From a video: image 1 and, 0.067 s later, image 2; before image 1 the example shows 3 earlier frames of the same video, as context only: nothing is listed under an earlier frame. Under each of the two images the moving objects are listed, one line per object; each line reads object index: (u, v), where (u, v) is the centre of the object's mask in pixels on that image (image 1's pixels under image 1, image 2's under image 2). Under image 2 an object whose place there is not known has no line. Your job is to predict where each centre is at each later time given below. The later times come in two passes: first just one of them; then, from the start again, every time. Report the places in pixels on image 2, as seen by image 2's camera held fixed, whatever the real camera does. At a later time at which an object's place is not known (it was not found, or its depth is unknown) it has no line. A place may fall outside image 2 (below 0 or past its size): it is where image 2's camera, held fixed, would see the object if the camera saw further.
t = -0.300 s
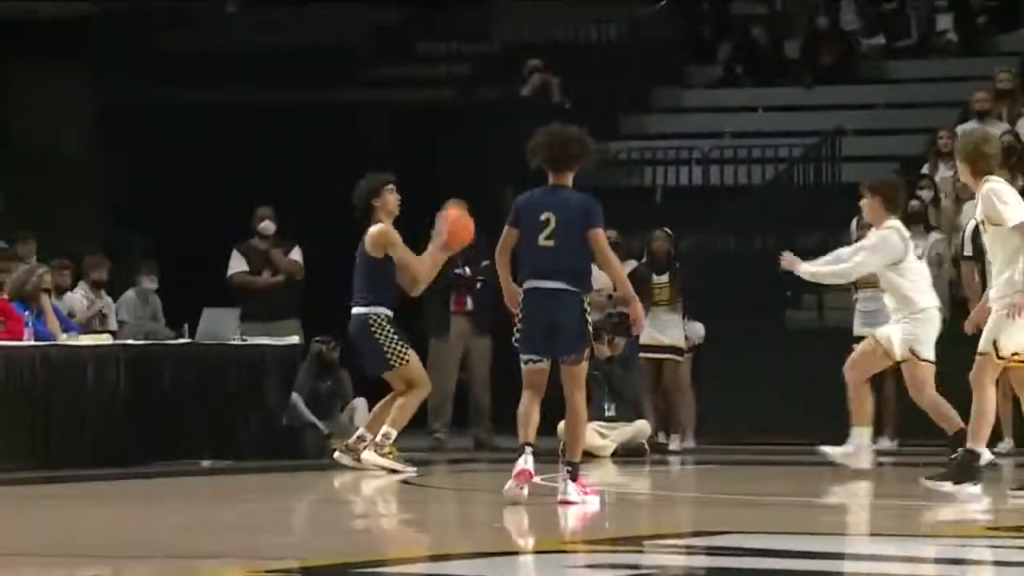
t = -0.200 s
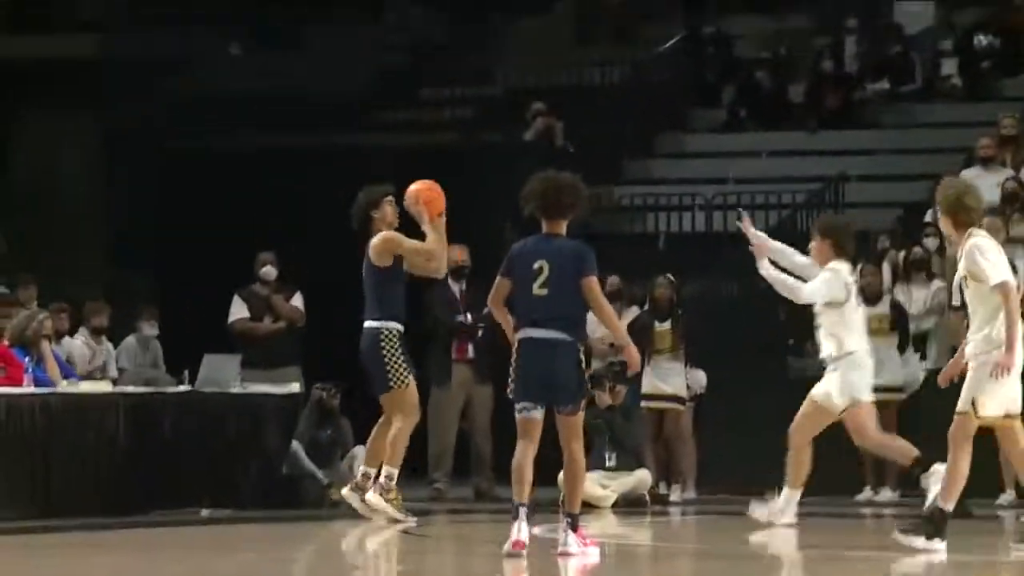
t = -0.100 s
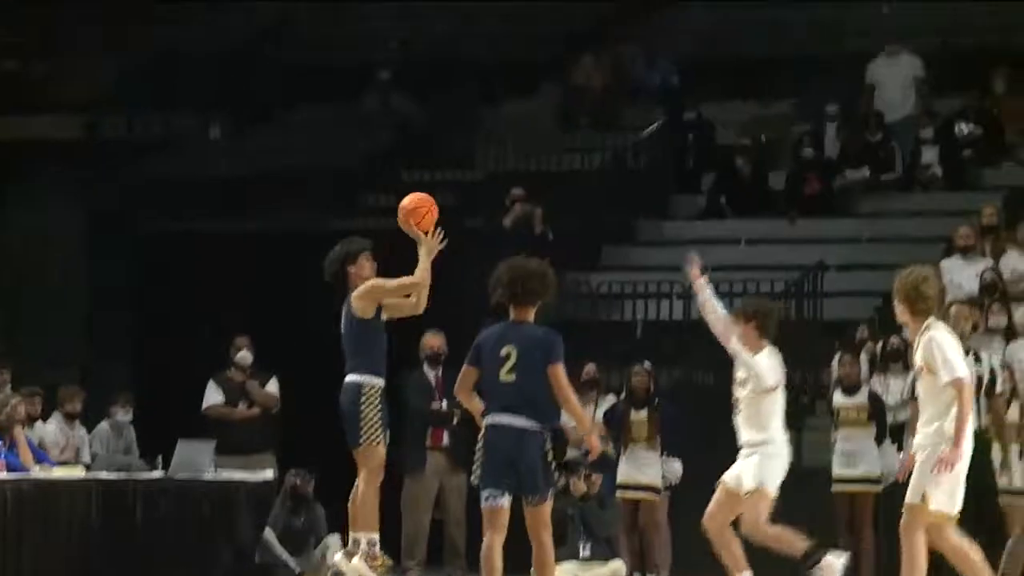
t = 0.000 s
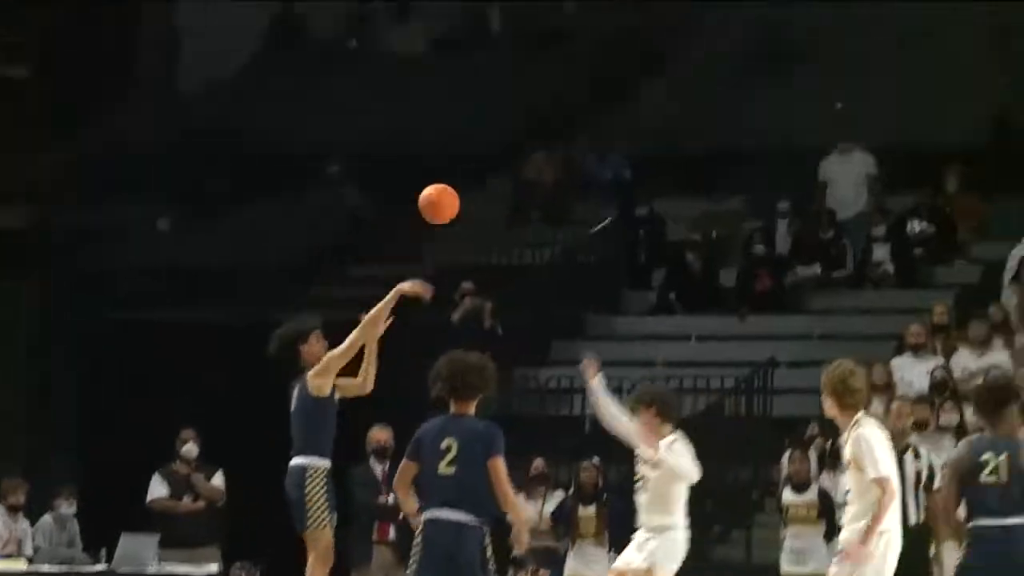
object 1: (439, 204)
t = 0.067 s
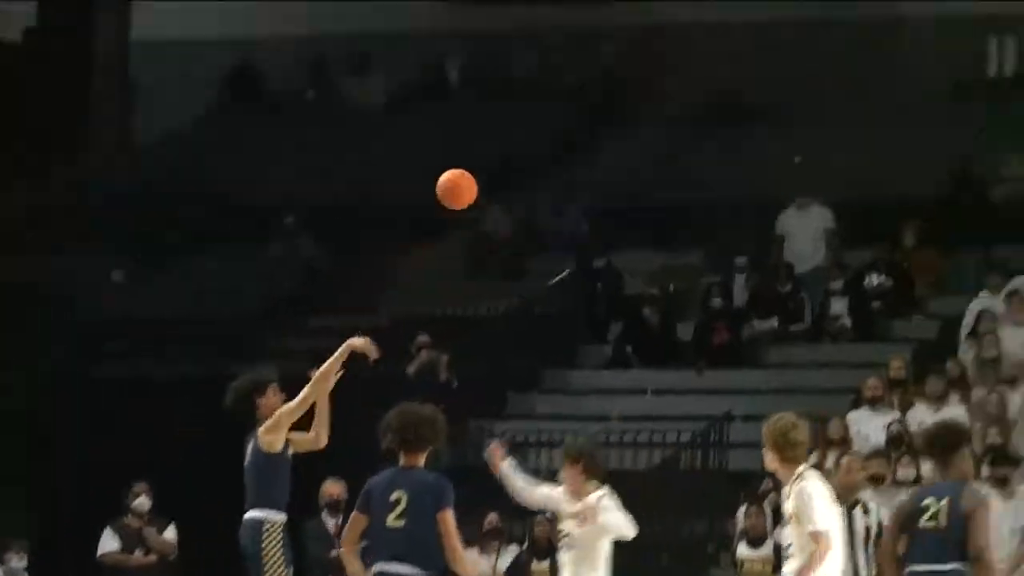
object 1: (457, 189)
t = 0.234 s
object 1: (608, 55)
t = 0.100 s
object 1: (488, 159)
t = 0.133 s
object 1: (518, 130)
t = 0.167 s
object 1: (548, 104)
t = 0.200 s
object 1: (578, 78)
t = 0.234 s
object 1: (608, 55)
